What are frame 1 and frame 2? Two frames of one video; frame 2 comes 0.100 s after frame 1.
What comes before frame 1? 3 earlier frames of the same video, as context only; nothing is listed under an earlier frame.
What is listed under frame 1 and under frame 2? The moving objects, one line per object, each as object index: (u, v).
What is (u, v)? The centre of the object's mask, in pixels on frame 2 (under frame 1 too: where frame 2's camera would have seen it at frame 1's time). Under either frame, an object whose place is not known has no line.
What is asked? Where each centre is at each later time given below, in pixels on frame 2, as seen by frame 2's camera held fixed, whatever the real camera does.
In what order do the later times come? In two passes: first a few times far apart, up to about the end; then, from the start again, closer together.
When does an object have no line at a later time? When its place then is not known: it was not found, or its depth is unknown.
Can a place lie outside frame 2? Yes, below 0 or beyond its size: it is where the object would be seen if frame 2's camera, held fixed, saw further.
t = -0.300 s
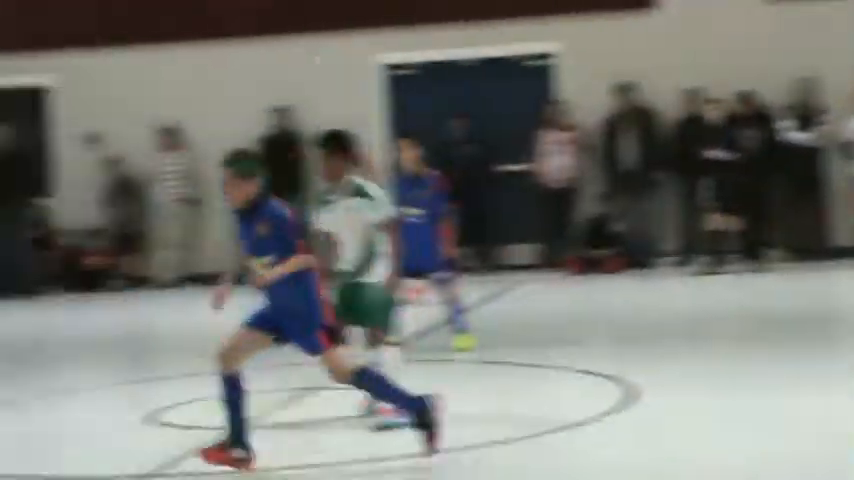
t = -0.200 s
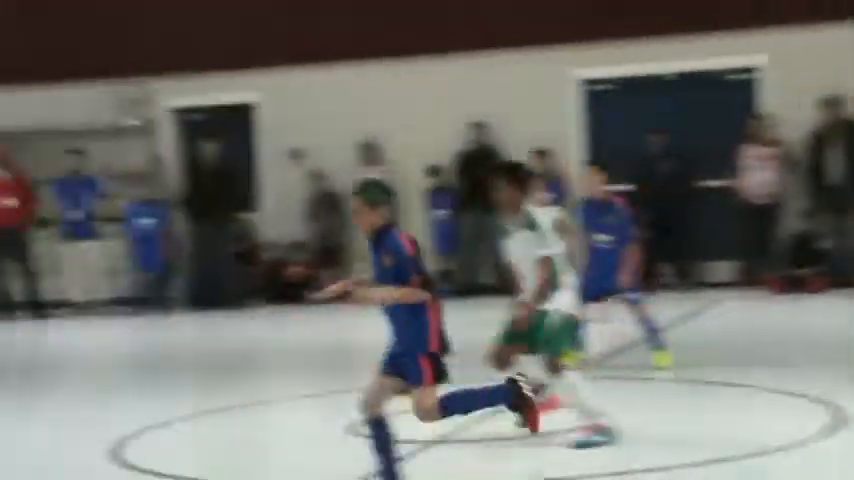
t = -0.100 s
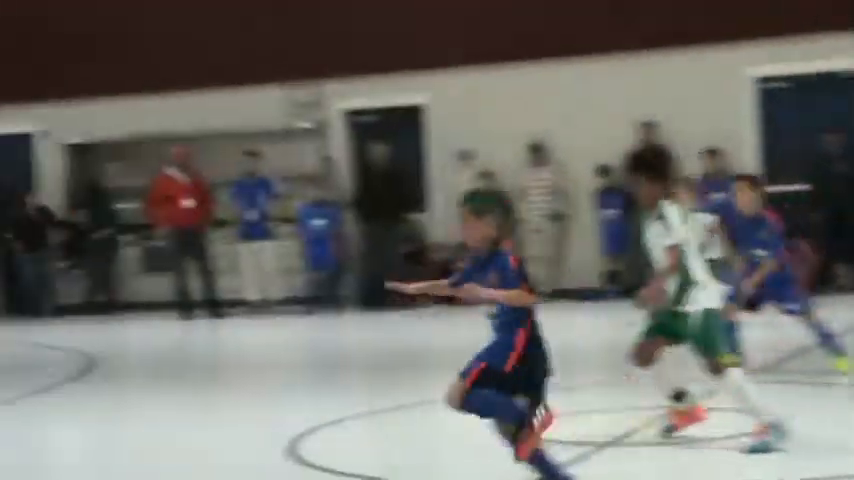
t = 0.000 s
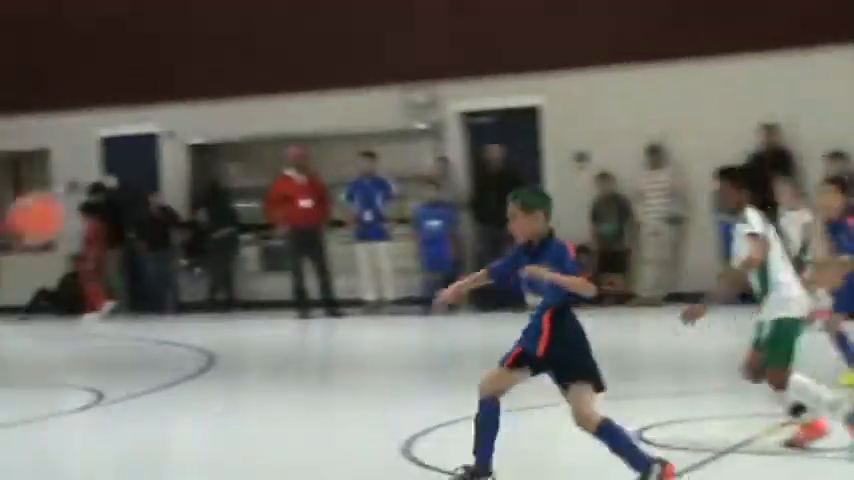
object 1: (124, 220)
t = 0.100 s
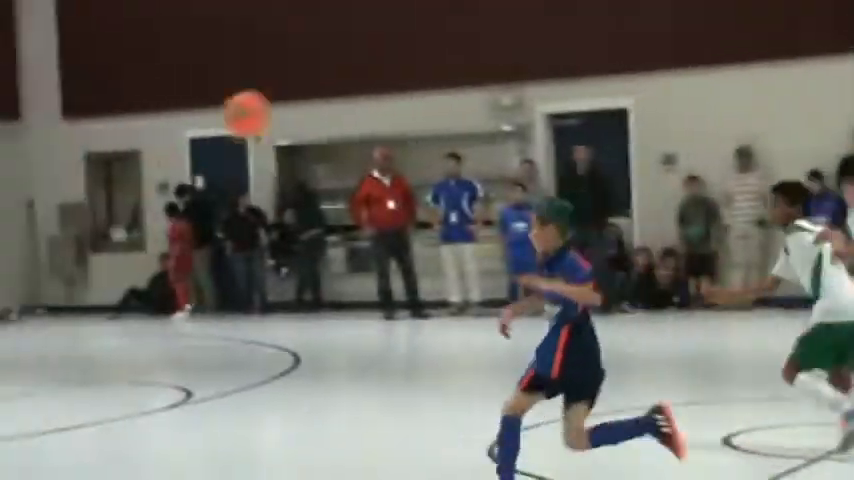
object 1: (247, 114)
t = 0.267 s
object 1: (406, 21)
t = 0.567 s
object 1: (611, 12)
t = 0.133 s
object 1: (282, 88)
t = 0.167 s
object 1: (315, 68)
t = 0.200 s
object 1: (347, 49)
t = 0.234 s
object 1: (377, 33)
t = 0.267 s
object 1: (406, 21)
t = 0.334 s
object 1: (459, 8)
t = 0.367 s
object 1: (484, 4)
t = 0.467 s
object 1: (552, -3)
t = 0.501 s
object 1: (573, 0)
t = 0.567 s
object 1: (611, 12)
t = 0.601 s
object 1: (631, 20)
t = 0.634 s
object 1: (649, 30)
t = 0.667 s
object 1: (665, 41)
